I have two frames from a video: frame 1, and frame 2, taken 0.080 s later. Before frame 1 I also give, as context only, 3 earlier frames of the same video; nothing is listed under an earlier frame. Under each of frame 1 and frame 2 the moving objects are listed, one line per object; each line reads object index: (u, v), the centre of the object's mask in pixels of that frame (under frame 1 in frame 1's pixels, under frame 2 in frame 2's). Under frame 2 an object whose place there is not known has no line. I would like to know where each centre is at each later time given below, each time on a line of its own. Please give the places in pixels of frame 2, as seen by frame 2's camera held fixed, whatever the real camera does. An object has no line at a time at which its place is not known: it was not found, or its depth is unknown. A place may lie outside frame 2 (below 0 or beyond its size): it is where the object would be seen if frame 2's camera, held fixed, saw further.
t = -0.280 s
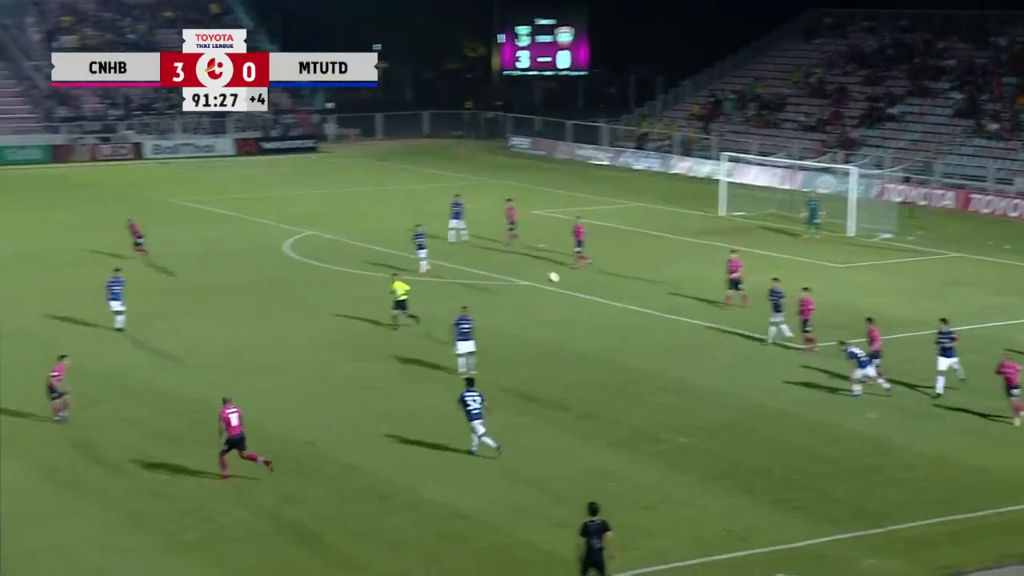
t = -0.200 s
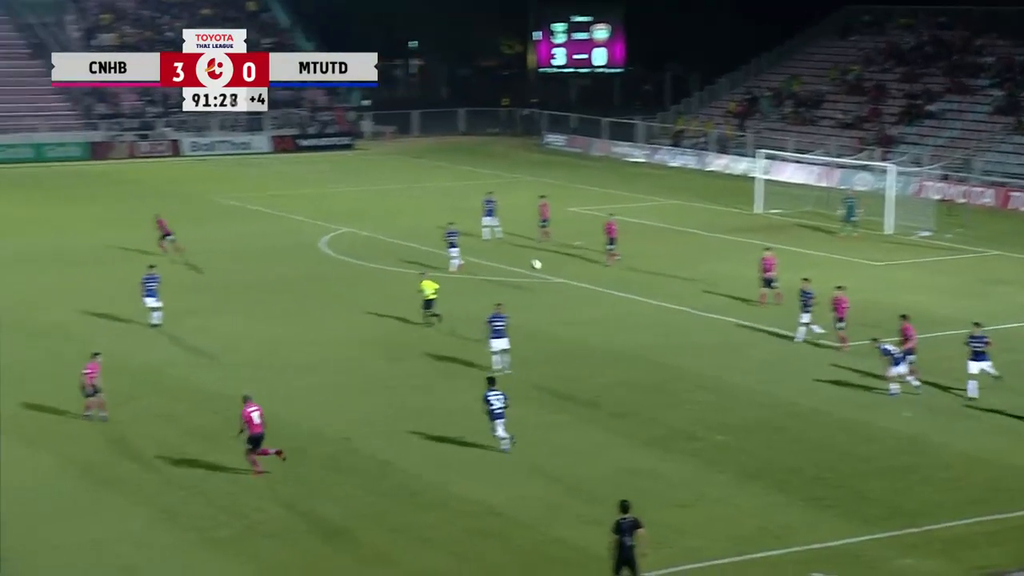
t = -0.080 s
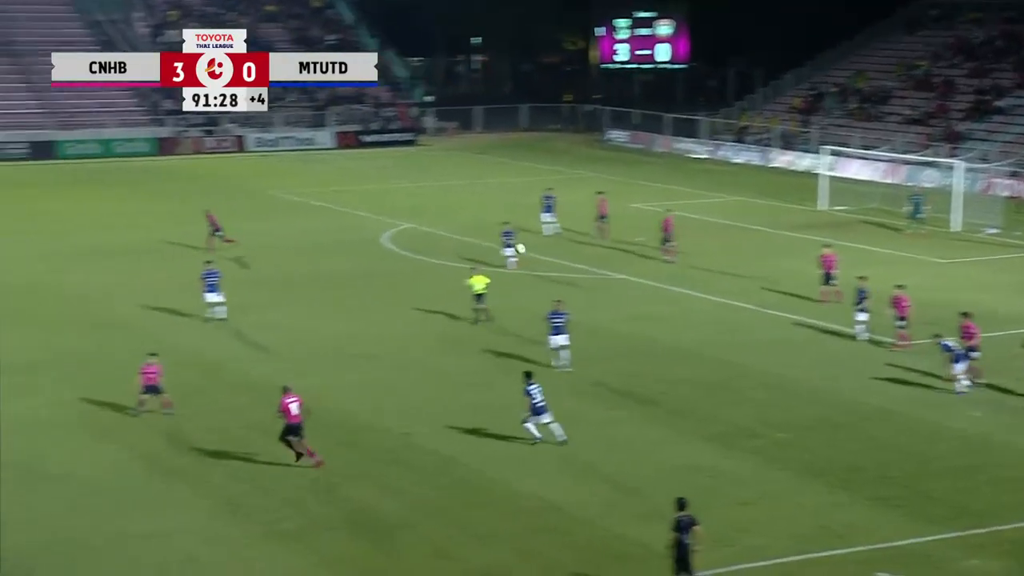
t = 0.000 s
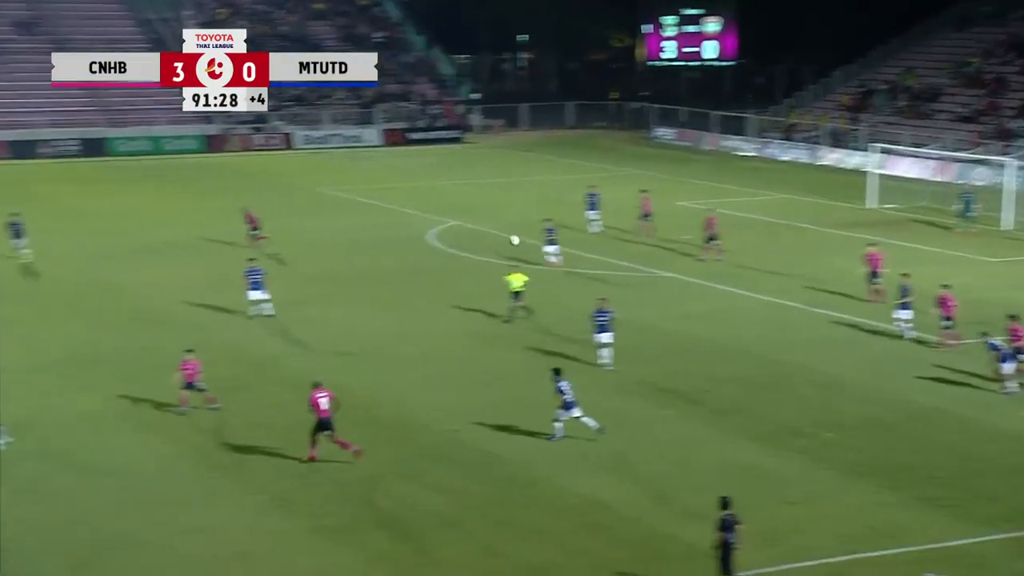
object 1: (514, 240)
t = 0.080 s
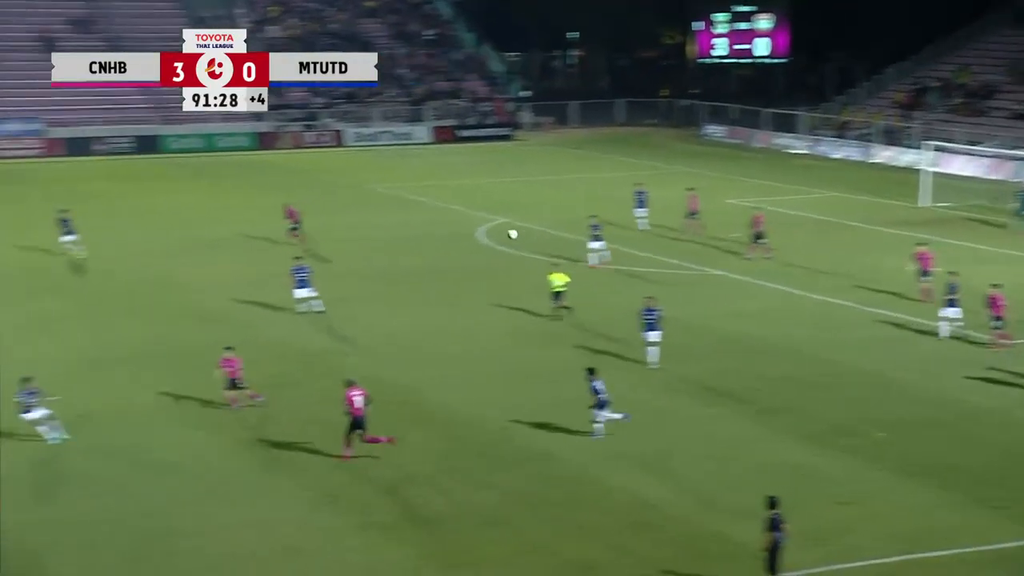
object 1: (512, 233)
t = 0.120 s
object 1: (487, 232)
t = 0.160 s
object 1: (462, 231)
